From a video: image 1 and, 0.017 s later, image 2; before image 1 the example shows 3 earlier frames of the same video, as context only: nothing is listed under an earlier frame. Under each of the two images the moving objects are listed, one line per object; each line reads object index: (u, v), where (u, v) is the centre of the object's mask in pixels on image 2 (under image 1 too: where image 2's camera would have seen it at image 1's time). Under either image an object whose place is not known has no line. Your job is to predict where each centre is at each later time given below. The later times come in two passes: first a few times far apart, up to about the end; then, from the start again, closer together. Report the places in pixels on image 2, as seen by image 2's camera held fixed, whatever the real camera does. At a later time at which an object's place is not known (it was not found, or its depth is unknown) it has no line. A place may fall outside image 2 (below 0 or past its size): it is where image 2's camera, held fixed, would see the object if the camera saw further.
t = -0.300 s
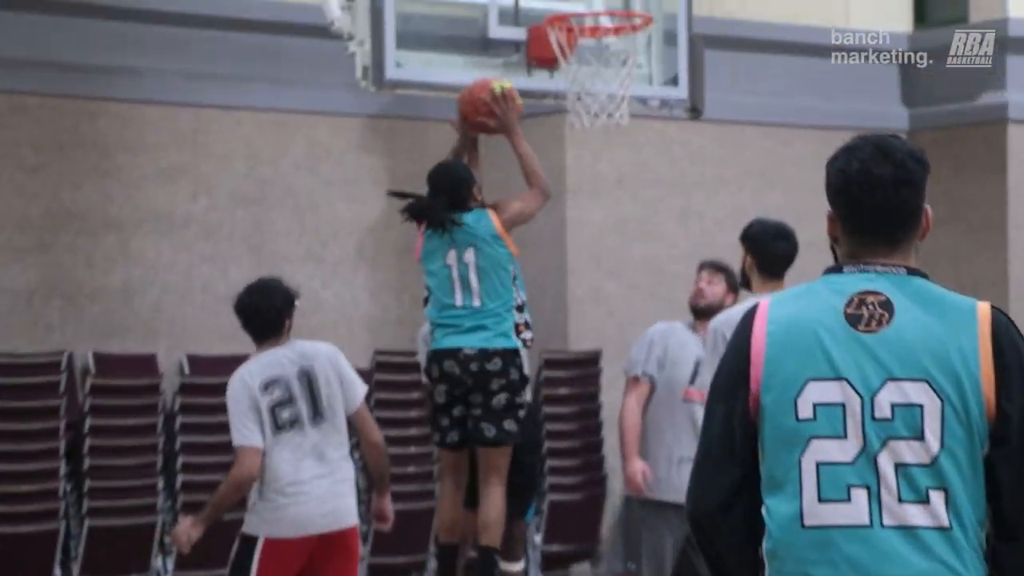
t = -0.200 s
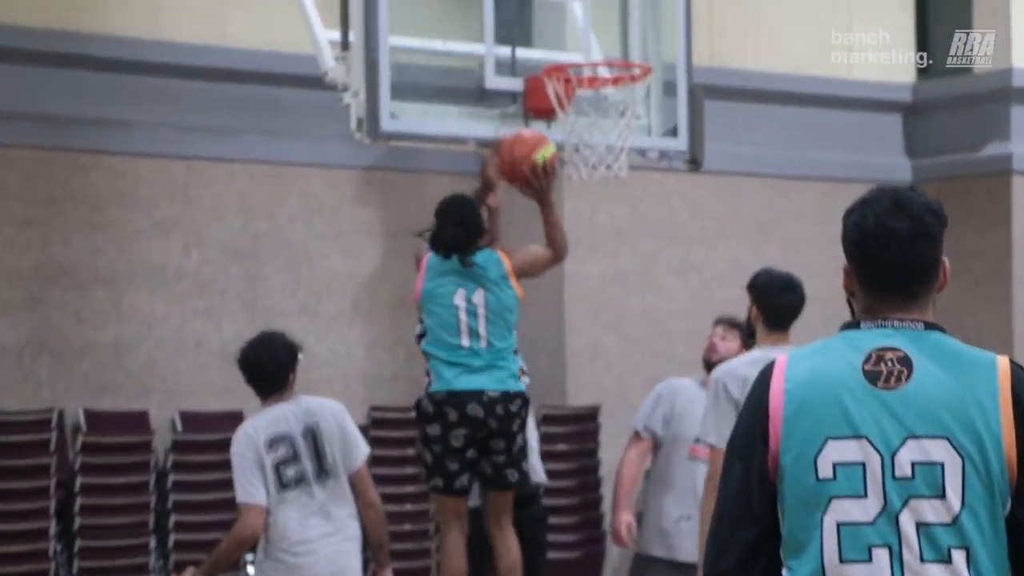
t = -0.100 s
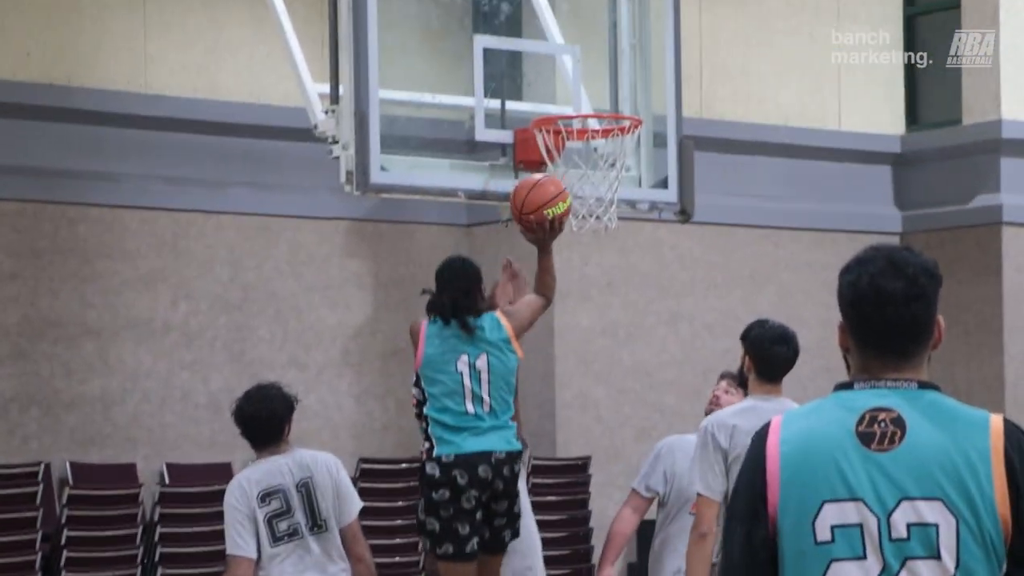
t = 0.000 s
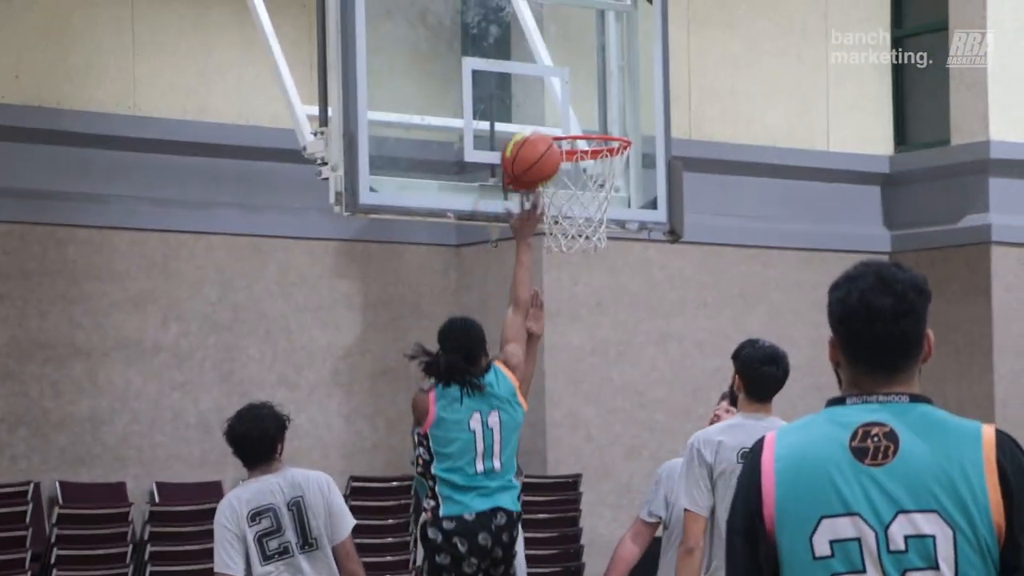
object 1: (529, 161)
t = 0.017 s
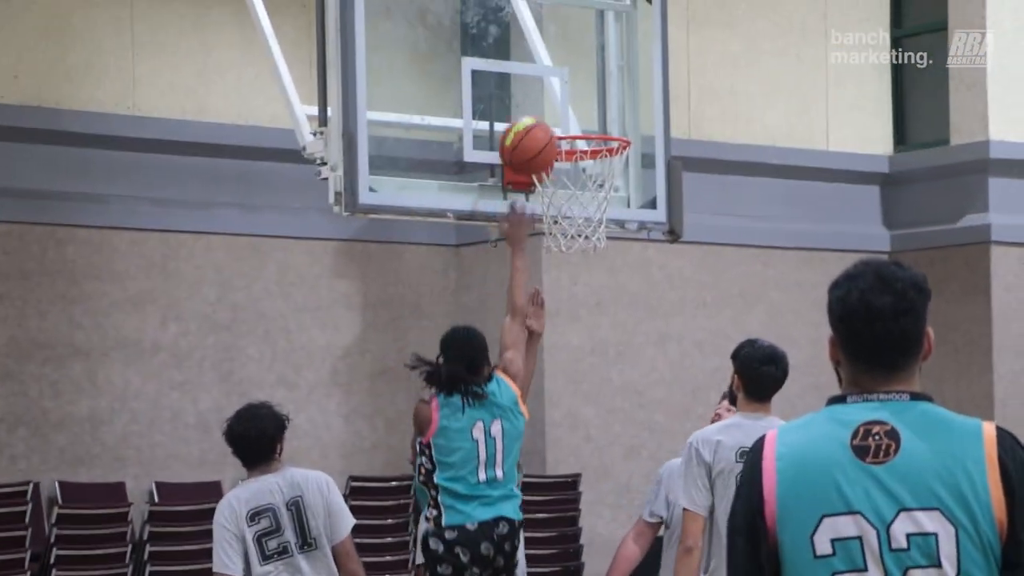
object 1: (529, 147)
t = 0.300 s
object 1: (501, 35)
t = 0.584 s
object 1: (594, 108)
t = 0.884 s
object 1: (562, 121)
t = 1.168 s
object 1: (576, 203)
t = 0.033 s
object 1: (526, 134)
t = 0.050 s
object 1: (524, 121)
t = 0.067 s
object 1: (522, 110)
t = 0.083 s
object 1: (521, 101)
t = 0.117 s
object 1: (518, 83)
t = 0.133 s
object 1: (516, 75)
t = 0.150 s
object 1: (514, 69)
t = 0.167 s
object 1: (512, 62)
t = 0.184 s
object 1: (511, 56)
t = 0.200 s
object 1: (510, 51)
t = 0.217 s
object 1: (508, 47)
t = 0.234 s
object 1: (507, 43)
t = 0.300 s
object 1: (501, 35)
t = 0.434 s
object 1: (515, 48)
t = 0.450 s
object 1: (525, 52)
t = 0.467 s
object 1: (534, 57)
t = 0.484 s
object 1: (543, 62)
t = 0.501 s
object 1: (551, 69)
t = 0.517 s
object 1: (560, 75)
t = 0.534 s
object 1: (569, 83)
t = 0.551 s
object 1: (578, 90)
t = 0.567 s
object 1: (586, 99)
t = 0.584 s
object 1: (594, 108)
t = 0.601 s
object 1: (603, 115)
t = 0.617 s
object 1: (604, 118)
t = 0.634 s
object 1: (600, 116)
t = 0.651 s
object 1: (596, 114)
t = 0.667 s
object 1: (592, 112)
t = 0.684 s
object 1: (588, 112)
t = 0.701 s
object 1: (583, 111)
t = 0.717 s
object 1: (579, 111)
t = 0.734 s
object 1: (575, 112)
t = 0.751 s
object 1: (571, 113)
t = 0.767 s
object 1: (567, 114)
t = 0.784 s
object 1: (563, 116)
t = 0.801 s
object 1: (559, 117)
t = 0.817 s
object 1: (554, 120)
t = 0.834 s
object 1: (550, 122)
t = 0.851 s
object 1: (552, 122)
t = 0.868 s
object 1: (557, 121)
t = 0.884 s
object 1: (562, 121)
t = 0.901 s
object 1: (567, 121)
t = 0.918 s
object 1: (572, 121)
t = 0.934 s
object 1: (576, 121)
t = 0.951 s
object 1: (581, 122)
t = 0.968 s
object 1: (586, 135)
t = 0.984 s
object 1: (590, 139)
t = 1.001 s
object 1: (595, 143)
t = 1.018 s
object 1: (600, 147)
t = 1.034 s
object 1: (598, 151)
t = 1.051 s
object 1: (595, 156)
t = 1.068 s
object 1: (593, 161)
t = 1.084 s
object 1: (590, 165)
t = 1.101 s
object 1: (588, 171)
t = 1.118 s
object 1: (584, 178)
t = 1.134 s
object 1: (581, 186)
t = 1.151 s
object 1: (579, 194)
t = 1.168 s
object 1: (576, 203)
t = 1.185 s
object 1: (573, 213)
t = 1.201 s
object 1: (570, 223)
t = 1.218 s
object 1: (569, 233)
